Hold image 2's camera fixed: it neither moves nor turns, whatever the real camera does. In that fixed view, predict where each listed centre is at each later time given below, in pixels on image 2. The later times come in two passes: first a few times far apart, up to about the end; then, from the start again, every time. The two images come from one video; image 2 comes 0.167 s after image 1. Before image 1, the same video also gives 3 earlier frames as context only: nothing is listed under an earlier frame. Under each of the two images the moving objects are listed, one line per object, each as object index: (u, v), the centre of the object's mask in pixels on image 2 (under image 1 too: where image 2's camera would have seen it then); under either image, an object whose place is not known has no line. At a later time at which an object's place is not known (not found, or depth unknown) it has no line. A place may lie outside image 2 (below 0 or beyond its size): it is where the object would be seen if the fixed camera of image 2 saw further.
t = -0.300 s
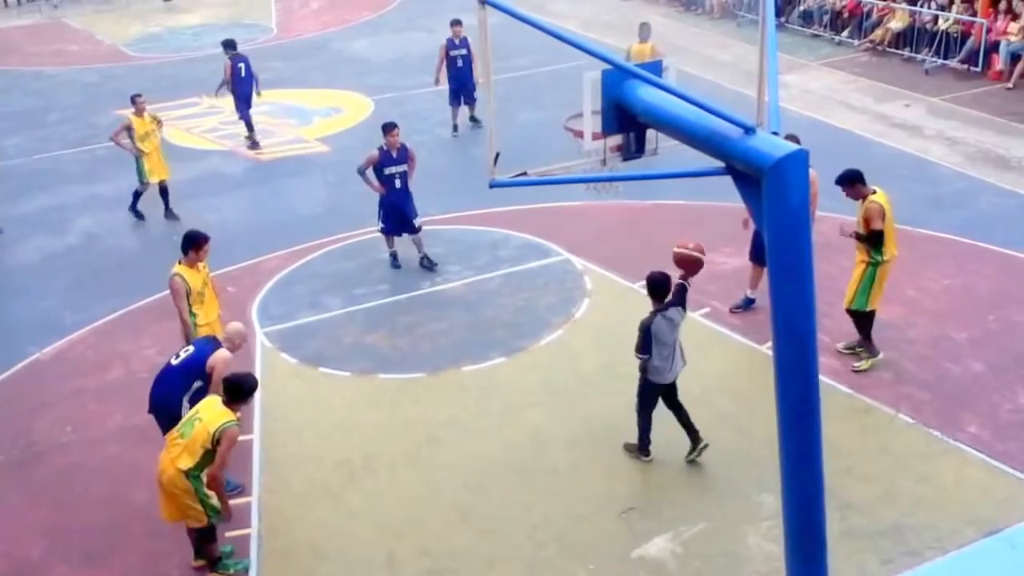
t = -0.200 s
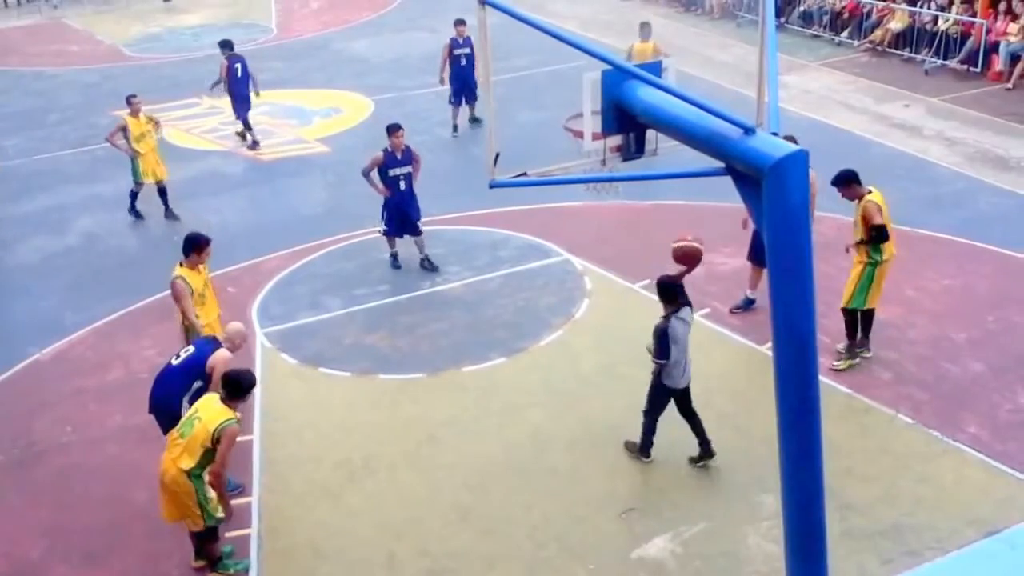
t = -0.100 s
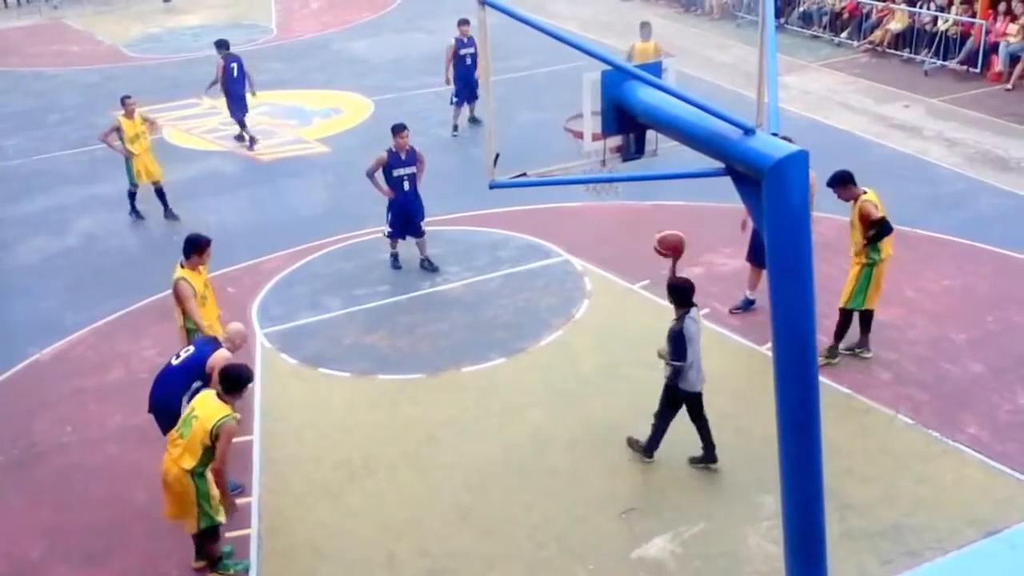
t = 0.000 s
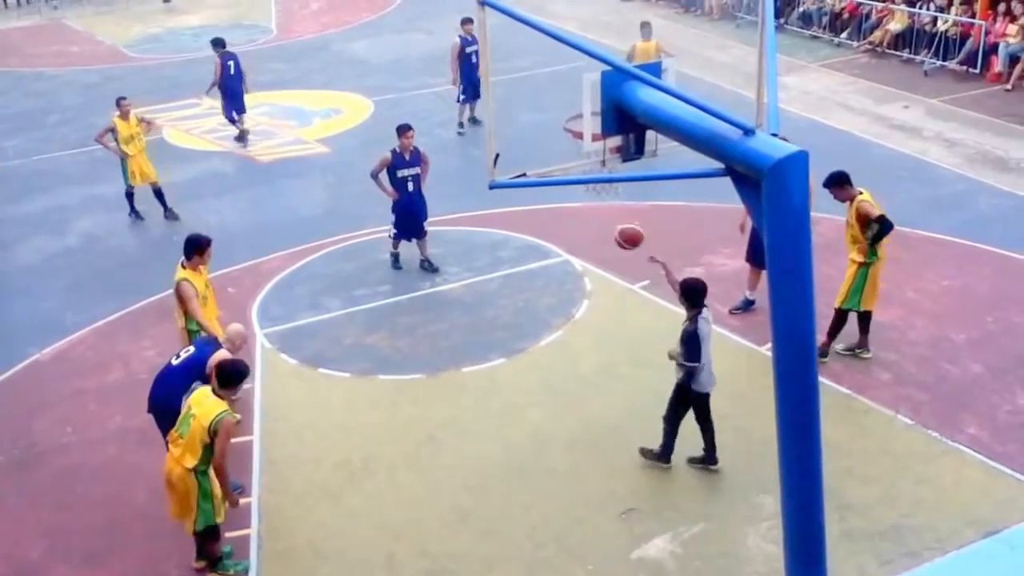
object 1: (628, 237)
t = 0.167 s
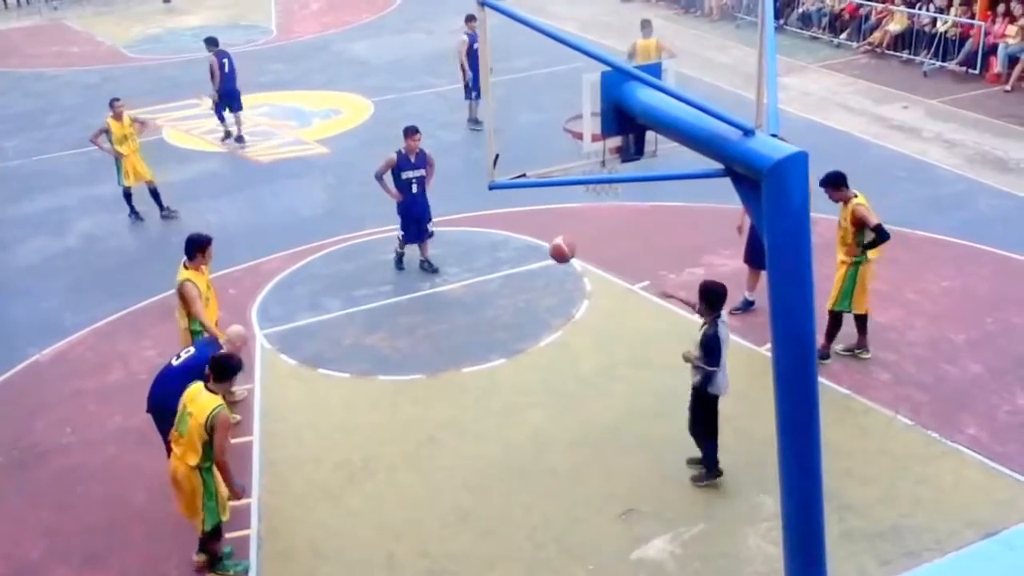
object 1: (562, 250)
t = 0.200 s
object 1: (551, 256)
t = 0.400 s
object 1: (489, 308)
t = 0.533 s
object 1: (465, 283)
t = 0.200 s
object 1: (551, 256)
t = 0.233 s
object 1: (539, 262)
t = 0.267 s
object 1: (528, 270)
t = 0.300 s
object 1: (518, 279)
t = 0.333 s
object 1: (507, 288)
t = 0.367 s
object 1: (498, 297)
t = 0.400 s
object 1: (489, 308)
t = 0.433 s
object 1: (481, 318)
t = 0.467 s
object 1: (475, 313)
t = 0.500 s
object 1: (469, 297)
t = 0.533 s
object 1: (465, 283)
